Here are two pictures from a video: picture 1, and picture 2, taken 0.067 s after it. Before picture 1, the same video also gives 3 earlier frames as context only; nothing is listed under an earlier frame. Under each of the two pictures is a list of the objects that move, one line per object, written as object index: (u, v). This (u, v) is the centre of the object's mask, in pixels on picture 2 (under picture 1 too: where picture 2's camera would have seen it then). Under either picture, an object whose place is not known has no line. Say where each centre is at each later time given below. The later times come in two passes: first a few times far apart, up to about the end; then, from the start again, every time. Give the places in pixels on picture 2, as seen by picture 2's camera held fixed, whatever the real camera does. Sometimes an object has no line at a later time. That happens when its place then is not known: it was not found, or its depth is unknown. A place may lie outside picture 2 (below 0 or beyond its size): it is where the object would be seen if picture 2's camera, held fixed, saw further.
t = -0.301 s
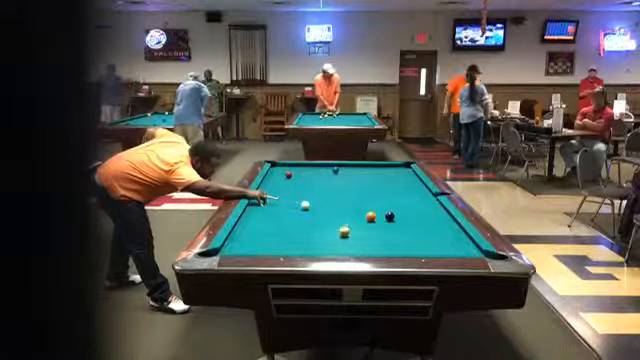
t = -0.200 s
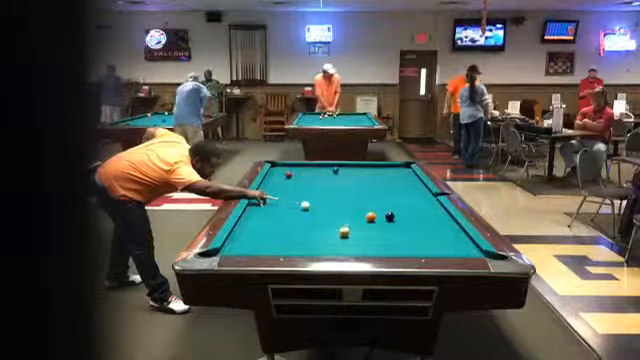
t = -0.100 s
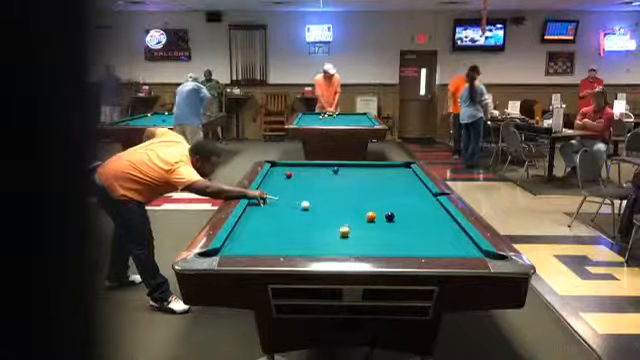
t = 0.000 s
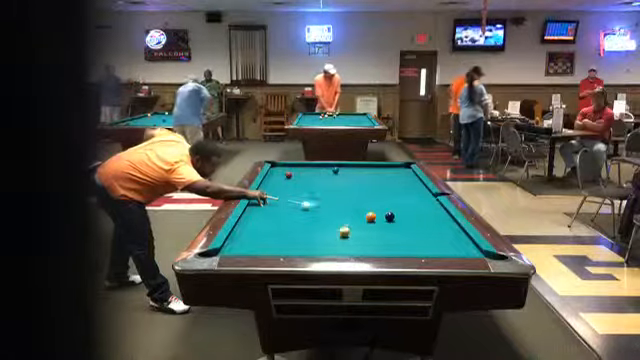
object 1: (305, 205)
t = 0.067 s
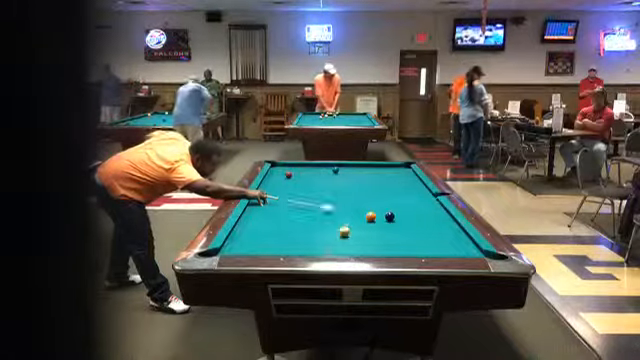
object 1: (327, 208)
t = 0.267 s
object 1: (371, 213)
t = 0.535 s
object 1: (410, 212)
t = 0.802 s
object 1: (441, 210)
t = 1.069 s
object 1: (421, 206)
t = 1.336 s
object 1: (403, 202)
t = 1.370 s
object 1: (400, 202)
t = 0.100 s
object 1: (336, 209)
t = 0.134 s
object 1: (345, 211)
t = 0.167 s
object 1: (356, 212)
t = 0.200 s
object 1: (362, 212)
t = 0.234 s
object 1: (367, 213)
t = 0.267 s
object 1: (371, 213)
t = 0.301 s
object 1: (377, 212)
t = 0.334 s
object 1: (380, 212)
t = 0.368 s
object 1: (382, 212)
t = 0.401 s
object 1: (391, 210)
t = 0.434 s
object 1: (396, 211)
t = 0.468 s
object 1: (401, 212)
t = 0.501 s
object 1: (405, 212)
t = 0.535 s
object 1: (410, 212)
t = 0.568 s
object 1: (414, 212)
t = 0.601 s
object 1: (420, 211)
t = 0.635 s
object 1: (424, 212)
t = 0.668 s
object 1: (428, 212)
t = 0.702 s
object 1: (433, 211)
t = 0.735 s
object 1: (438, 211)
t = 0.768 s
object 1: (442, 211)
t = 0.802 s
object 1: (441, 210)
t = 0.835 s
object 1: (439, 210)
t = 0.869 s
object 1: (436, 209)
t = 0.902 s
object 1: (436, 209)
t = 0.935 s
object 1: (431, 208)
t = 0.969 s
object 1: (430, 208)
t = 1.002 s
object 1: (426, 207)
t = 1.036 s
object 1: (423, 206)
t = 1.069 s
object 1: (421, 206)
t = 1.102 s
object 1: (418, 205)
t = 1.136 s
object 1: (415, 205)
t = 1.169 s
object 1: (413, 205)
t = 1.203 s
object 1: (411, 203)
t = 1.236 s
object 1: (409, 204)
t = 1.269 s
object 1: (406, 203)
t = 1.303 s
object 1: (404, 203)
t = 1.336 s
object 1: (403, 202)
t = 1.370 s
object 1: (400, 202)
